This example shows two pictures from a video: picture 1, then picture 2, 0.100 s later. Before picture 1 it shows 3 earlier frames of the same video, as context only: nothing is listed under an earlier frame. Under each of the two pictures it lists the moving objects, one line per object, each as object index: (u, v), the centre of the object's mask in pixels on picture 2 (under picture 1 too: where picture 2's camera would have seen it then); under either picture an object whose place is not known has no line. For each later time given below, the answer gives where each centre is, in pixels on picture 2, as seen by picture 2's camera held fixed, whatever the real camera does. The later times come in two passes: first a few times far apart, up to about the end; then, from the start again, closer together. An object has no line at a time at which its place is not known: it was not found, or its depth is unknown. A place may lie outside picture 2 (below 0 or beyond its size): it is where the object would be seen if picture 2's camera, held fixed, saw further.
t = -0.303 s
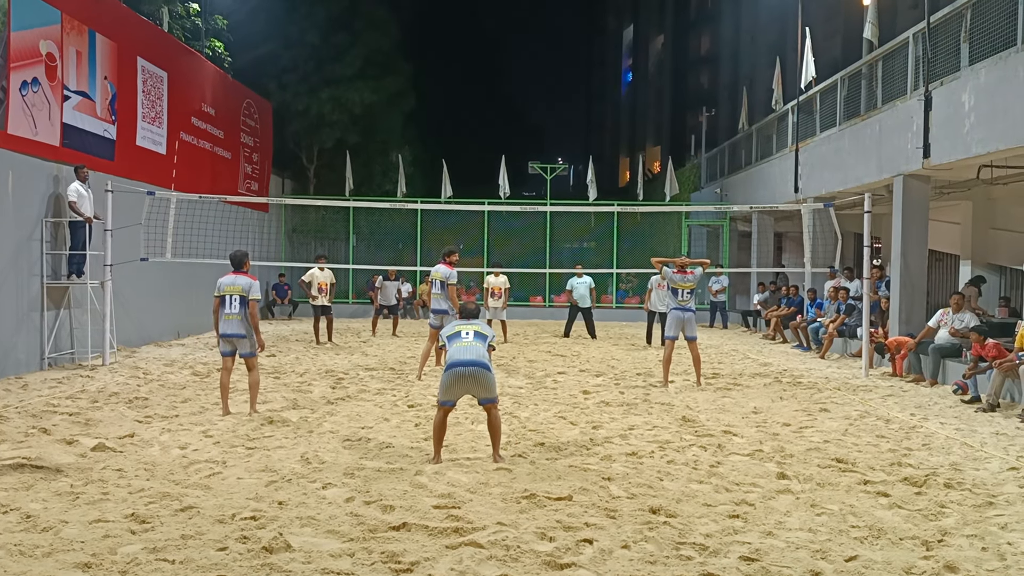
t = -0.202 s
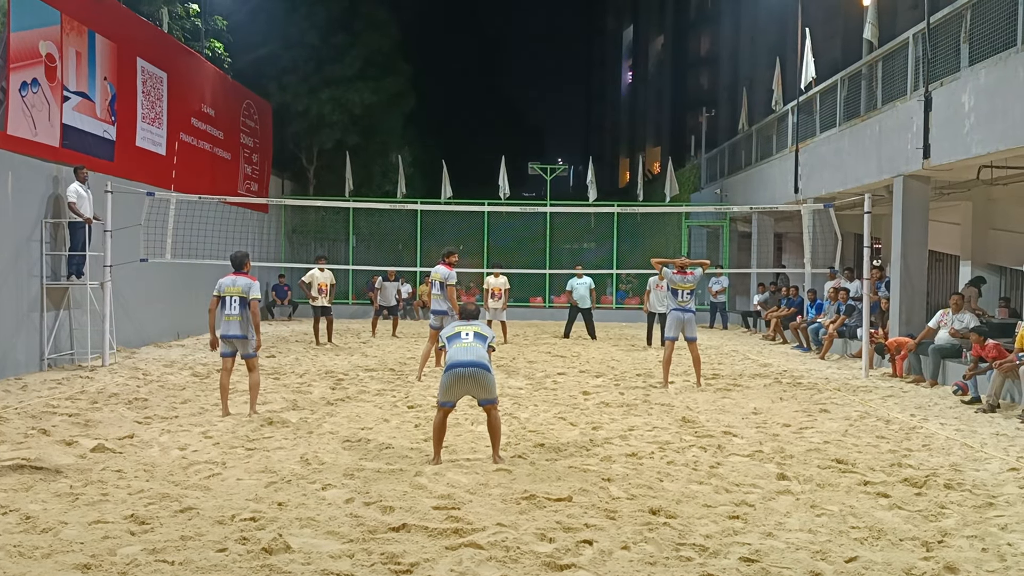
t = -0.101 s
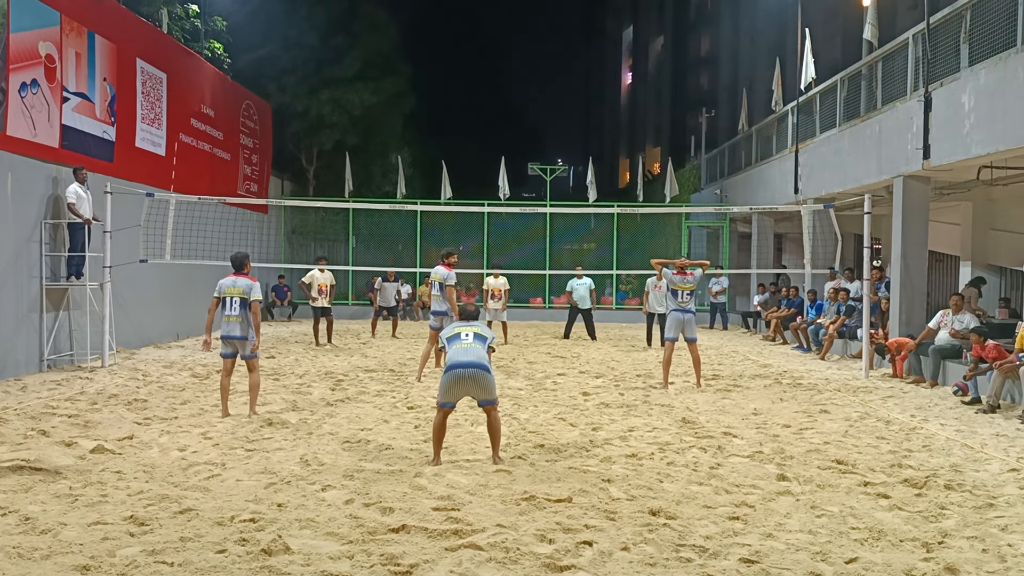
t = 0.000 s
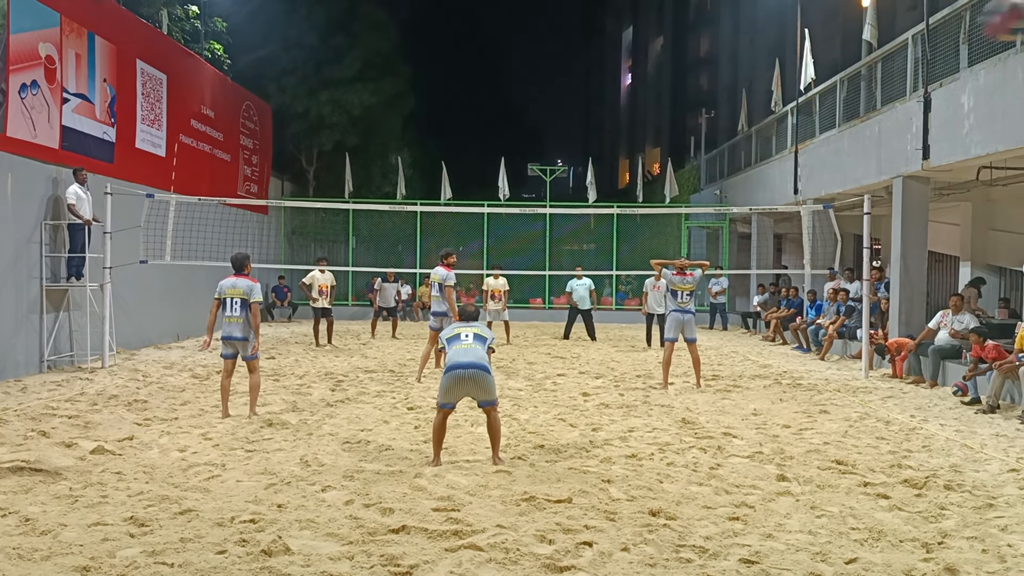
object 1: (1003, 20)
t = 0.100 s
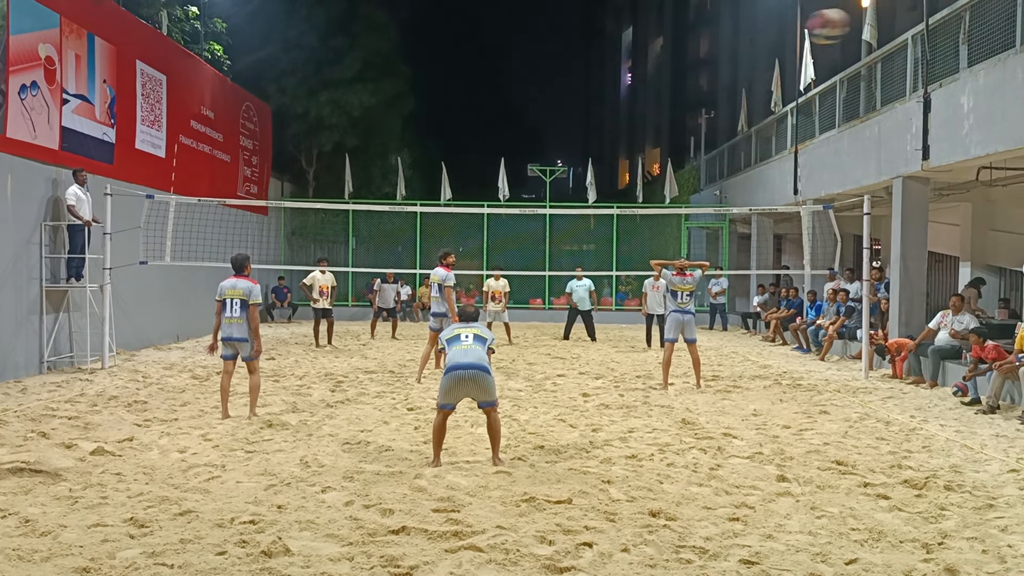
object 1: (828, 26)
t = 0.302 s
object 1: (644, 53)
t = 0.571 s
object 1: (531, 103)
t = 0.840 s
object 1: (475, 158)
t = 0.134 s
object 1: (784, 29)
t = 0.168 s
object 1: (748, 33)
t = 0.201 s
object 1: (717, 38)
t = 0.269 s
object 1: (665, 47)
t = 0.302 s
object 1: (644, 53)
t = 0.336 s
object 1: (624, 59)
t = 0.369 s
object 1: (607, 65)
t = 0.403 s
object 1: (591, 71)
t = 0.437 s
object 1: (577, 77)
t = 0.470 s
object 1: (564, 83)
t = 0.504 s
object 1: (551, 90)
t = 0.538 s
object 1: (540, 97)
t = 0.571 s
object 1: (531, 103)
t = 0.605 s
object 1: (522, 110)
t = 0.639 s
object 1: (514, 116)
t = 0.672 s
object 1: (506, 123)
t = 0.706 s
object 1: (499, 130)
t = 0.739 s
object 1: (492, 137)
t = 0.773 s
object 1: (486, 144)
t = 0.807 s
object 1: (481, 151)
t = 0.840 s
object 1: (475, 158)
